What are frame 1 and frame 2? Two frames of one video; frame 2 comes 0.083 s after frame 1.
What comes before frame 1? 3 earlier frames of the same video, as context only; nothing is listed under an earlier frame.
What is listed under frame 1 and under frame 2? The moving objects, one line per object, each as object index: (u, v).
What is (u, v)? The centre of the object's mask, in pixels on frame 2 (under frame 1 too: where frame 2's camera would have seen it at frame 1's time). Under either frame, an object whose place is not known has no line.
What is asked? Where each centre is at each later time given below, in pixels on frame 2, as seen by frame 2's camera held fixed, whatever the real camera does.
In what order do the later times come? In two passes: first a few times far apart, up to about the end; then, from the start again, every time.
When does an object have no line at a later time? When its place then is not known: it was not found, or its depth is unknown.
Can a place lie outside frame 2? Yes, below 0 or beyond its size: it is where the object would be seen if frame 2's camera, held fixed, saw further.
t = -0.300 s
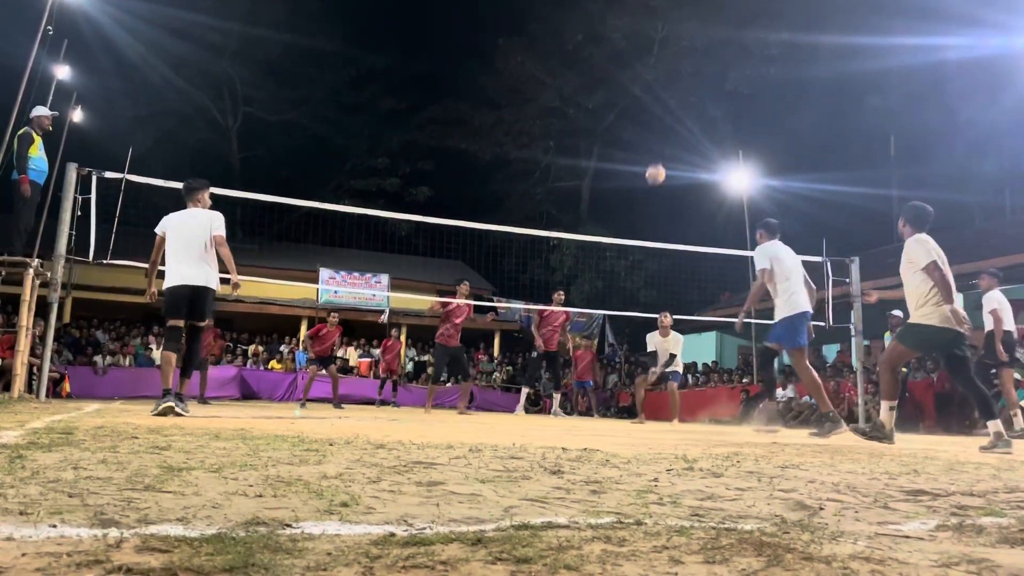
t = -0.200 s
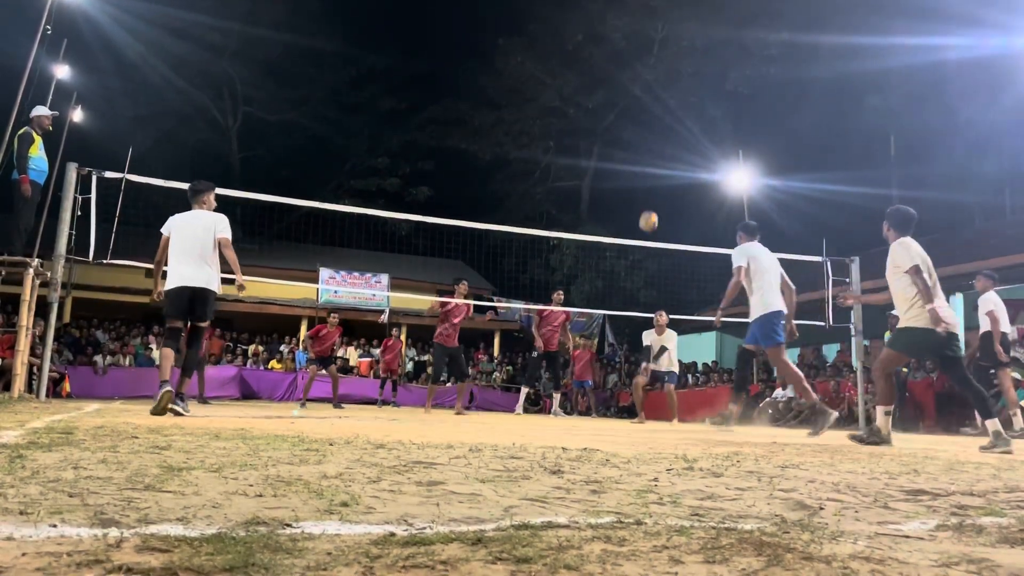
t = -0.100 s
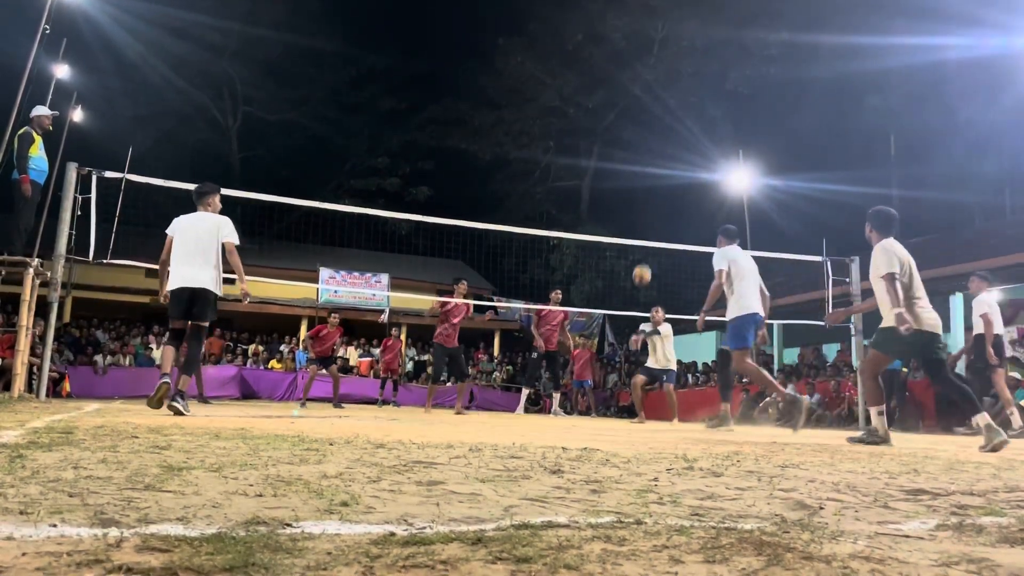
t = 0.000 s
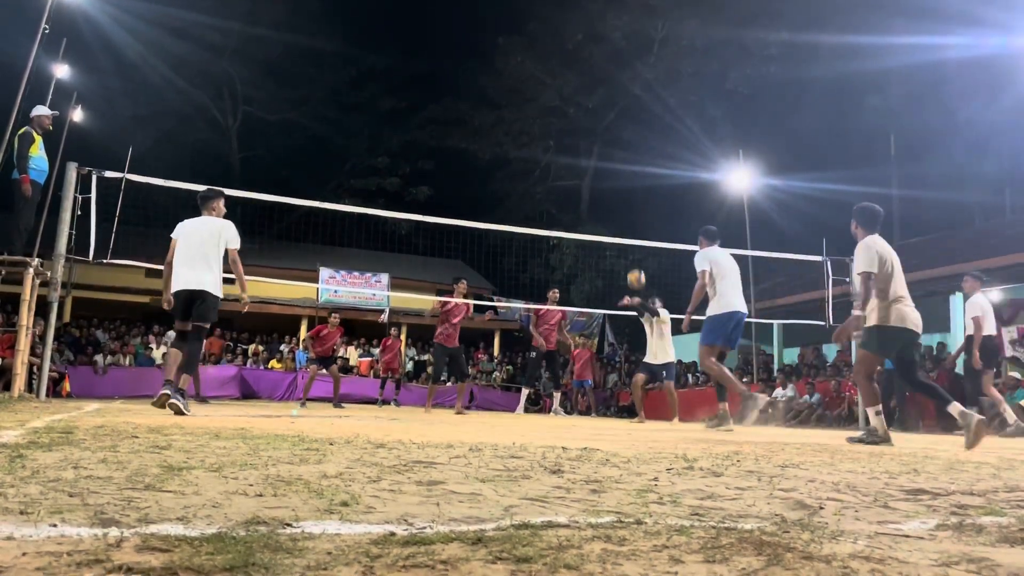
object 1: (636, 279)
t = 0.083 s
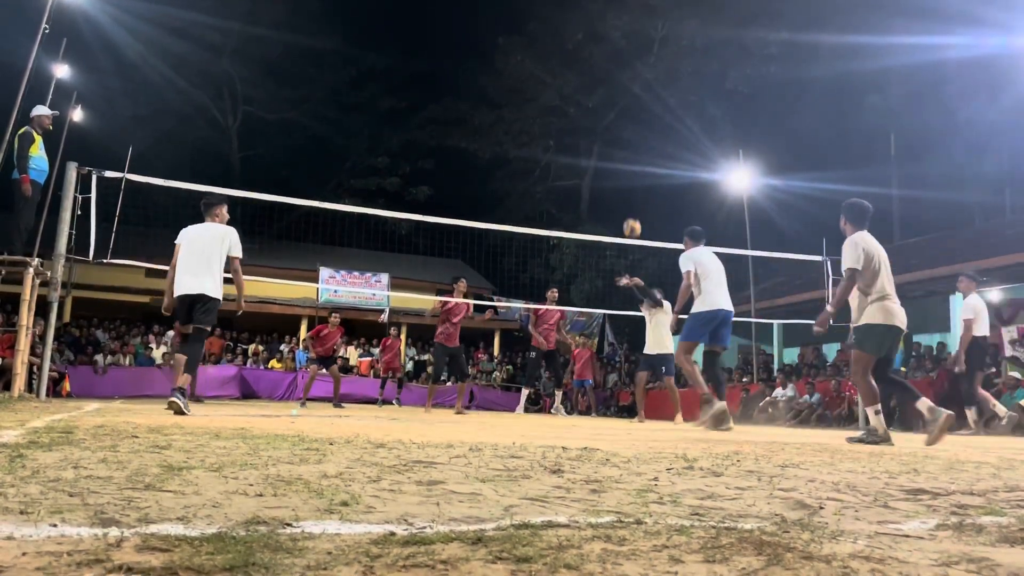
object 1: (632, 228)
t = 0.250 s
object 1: (624, 148)
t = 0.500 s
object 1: (611, 77)
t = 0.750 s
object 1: (599, 57)
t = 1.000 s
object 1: (585, 83)
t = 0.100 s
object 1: (631, 219)
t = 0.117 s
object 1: (630, 210)
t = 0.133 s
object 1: (629, 201)
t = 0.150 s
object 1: (629, 193)
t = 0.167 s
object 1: (628, 185)
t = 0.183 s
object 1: (627, 177)
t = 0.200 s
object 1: (626, 170)
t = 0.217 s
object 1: (625, 162)
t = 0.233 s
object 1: (624, 155)
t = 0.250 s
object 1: (624, 148)
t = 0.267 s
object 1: (623, 142)
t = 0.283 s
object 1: (622, 135)
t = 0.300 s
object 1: (621, 129)
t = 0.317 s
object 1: (621, 124)
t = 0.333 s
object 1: (620, 118)
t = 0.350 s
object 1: (619, 113)
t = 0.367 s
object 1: (618, 108)
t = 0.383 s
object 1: (617, 103)
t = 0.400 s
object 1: (616, 99)
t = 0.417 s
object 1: (615, 95)
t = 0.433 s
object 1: (615, 91)
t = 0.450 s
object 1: (614, 87)
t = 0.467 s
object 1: (613, 84)
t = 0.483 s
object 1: (612, 80)
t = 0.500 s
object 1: (611, 77)
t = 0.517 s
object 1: (611, 75)
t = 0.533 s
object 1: (610, 72)
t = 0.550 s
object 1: (609, 69)
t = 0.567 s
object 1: (608, 67)
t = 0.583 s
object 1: (607, 65)
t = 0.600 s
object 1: (606, 64)
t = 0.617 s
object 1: (606, 62)
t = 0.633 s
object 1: (605, 60)
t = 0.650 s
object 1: (604, 59)
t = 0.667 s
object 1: (603, 58)
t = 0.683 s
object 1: (602, 57)
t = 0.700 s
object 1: (601, 57)
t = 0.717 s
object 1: (601, 57)
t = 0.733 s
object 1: (600, 57)
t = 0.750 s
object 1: (599, 57)
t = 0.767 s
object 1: (598, 57)
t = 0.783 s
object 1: (597, 57)
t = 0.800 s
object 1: (596, 58)
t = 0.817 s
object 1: (595, 59)
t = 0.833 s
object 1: (594, 60)
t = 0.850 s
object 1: (593, 61)
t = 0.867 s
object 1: (592, 63)
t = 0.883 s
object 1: (592, 65)
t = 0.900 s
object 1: (591, 67)
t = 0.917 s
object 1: (590, 69)
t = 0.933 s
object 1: (589, 71)
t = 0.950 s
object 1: (588, 74)
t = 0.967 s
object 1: (587, 77)
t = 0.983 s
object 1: (586, 79)
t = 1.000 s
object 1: (585, 83)
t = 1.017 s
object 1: (584, 86)
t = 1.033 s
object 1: (583, 89)
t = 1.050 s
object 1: (582, 93)
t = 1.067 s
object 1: (581, 97)
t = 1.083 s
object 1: (580, 101)
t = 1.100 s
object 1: (580, 105)
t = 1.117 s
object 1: (579, 110)
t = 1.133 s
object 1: (578, 115)
